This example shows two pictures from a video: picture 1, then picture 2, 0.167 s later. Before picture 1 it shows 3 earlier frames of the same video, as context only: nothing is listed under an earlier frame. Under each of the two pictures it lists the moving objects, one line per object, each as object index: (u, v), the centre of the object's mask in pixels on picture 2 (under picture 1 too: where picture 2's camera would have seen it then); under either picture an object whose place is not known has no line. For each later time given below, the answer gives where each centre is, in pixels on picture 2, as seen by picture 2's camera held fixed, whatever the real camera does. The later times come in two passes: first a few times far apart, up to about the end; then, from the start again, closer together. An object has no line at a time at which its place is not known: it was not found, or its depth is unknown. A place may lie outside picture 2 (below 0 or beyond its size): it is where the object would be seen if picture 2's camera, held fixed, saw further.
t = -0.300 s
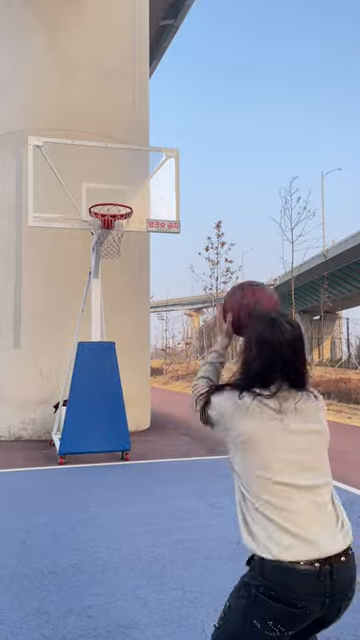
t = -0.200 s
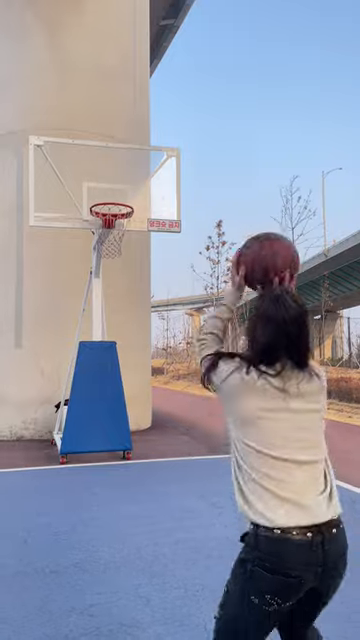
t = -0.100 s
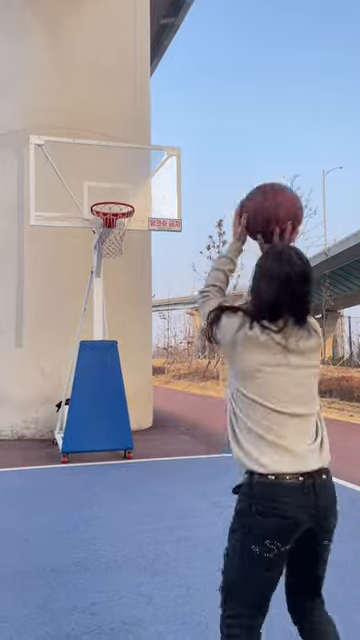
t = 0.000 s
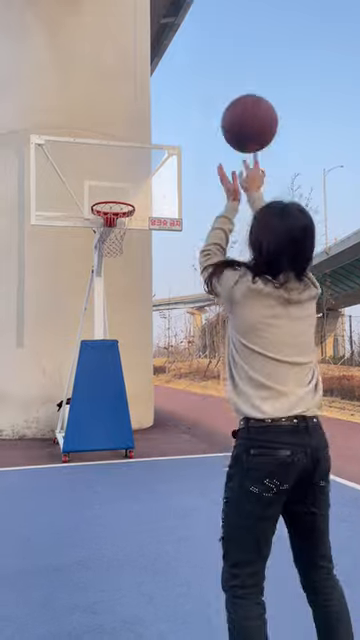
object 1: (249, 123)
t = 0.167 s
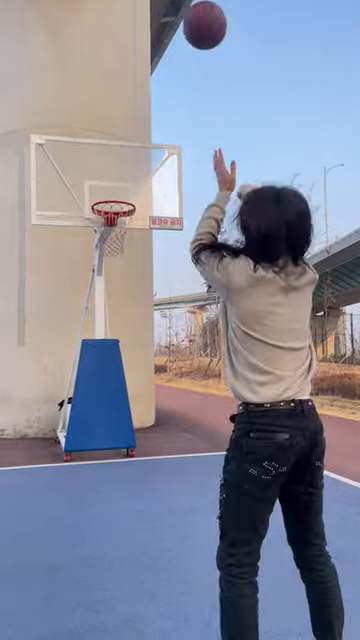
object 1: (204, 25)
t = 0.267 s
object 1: (185, 12)
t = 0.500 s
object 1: (154, 19)
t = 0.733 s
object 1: (134, 84)
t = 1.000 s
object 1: (119, 194)
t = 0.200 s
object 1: (197, 18)
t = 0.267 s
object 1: (185, 12)
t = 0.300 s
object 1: (180, 11)
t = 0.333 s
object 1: (176, 10)
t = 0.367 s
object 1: (171, 11)
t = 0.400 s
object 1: (169, 11)
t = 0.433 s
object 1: (161, 12)
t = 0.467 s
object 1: (158, 15)
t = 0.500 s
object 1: (154, 19)
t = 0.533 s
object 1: (151, 26)
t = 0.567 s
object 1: (147, 34)
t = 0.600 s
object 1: (145, 42)
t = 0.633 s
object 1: (142, 51)
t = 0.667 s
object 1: (139, 62)
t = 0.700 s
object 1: (137, 72)
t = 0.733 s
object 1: (134, 84)
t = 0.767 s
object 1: (132, 96)
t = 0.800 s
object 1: (130, 109)
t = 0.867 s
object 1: (126, 135)
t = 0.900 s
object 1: (124, 149)
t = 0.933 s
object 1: (122, 164)
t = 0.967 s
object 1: (121, 179)
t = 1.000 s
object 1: (119, 194)
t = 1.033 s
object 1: (122, 194)
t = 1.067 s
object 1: (125, 194)
